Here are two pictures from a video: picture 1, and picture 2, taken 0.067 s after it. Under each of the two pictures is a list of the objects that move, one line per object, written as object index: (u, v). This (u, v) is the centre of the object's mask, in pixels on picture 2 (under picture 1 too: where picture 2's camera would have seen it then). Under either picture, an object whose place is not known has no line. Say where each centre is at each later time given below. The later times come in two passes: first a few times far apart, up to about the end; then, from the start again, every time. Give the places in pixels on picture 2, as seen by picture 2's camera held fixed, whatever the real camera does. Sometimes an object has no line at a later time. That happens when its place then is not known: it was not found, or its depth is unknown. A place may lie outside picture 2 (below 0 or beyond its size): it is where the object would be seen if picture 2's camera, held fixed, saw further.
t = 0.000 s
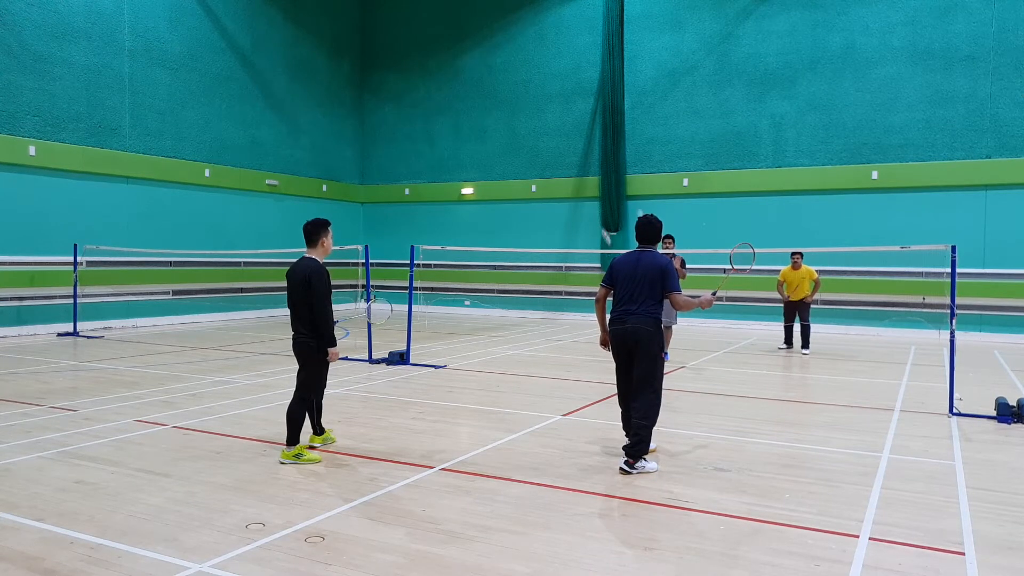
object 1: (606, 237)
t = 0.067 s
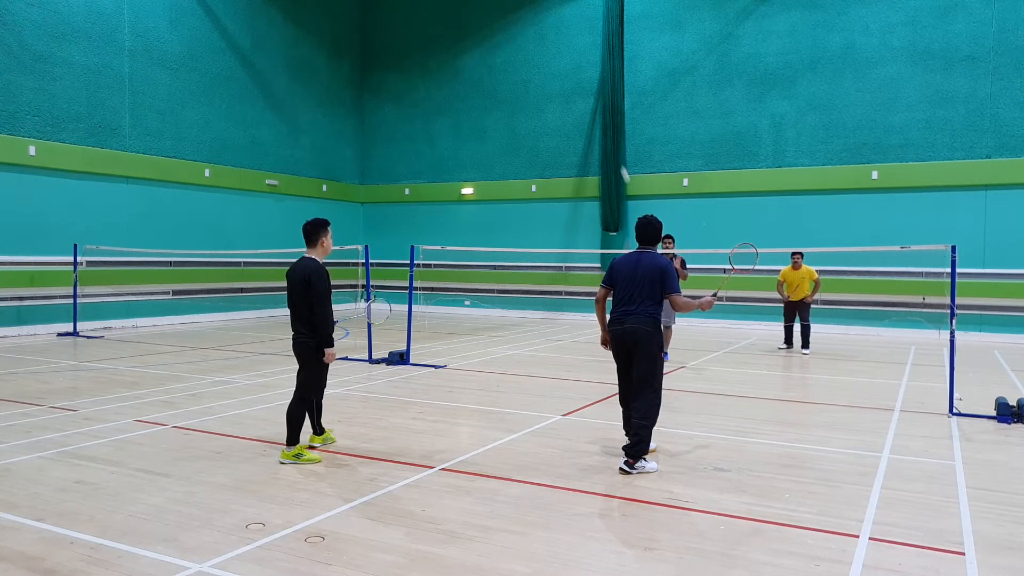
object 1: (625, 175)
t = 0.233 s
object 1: (584, 87)
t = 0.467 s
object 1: (520, 10)
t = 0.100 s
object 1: (617, 154)
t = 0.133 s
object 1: (609, 136)
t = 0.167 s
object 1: (600, 119)
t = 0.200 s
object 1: (593, 102)
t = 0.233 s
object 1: (584, 87)
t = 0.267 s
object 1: (576, 72)
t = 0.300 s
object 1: (567, 58)
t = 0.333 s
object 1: (558, 47)
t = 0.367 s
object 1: (549, 35)
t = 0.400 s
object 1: (540, 25)
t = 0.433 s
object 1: (530, 17)
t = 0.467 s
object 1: (520, 10)
